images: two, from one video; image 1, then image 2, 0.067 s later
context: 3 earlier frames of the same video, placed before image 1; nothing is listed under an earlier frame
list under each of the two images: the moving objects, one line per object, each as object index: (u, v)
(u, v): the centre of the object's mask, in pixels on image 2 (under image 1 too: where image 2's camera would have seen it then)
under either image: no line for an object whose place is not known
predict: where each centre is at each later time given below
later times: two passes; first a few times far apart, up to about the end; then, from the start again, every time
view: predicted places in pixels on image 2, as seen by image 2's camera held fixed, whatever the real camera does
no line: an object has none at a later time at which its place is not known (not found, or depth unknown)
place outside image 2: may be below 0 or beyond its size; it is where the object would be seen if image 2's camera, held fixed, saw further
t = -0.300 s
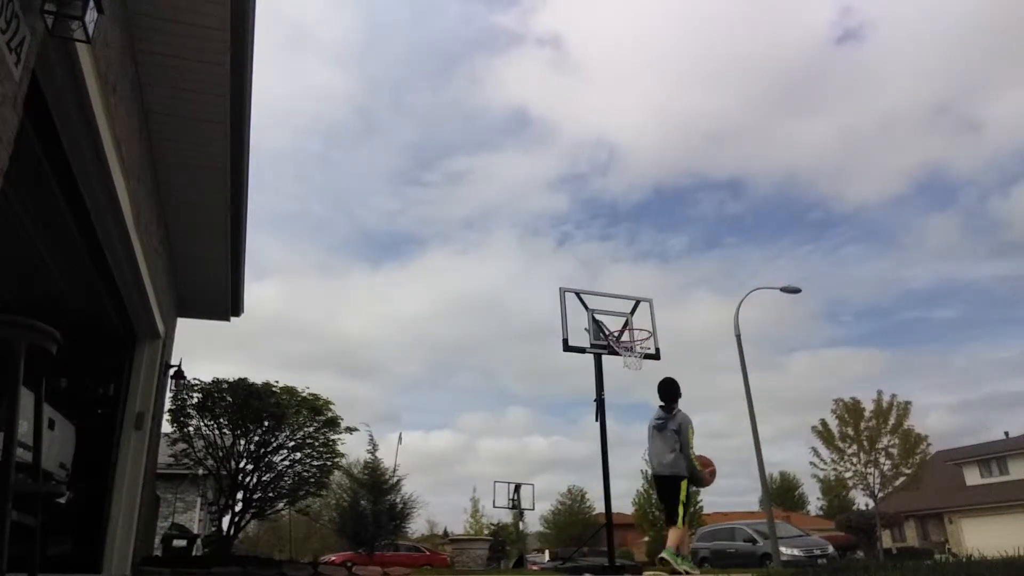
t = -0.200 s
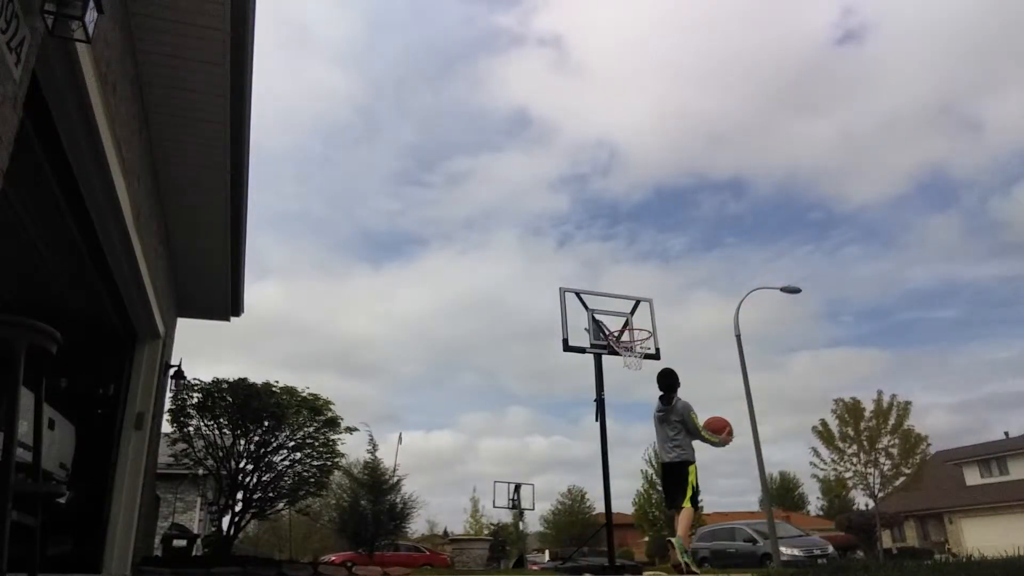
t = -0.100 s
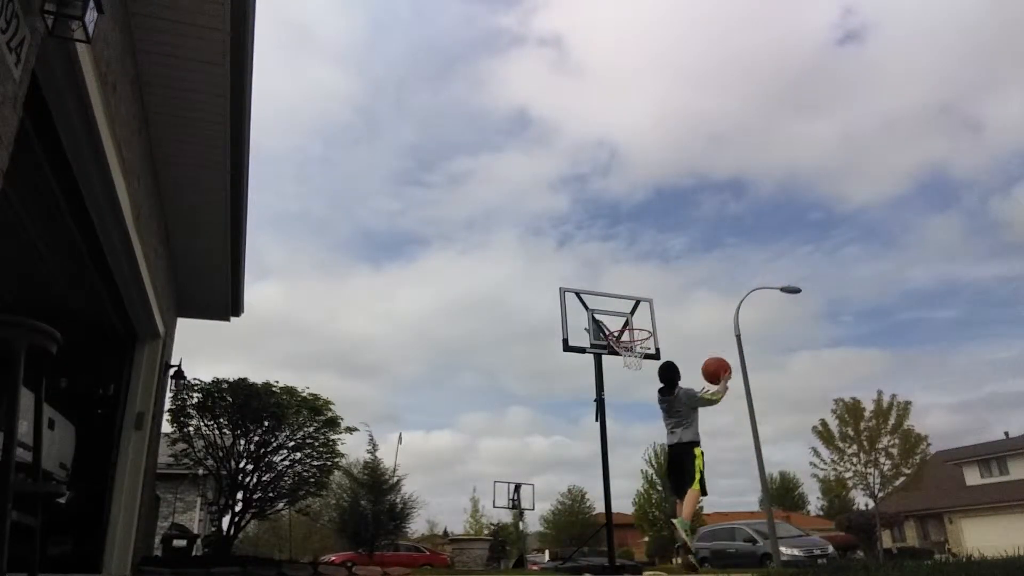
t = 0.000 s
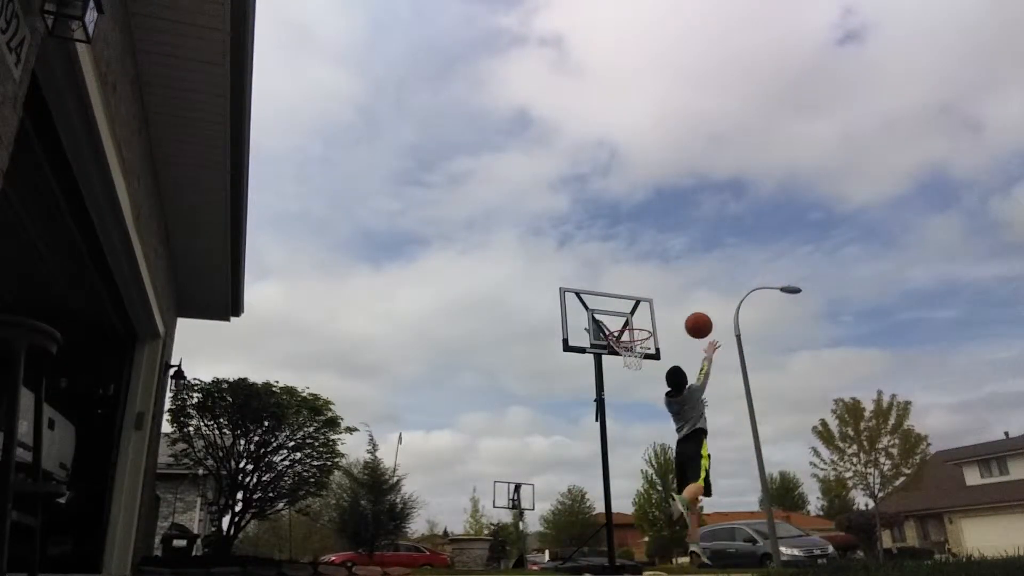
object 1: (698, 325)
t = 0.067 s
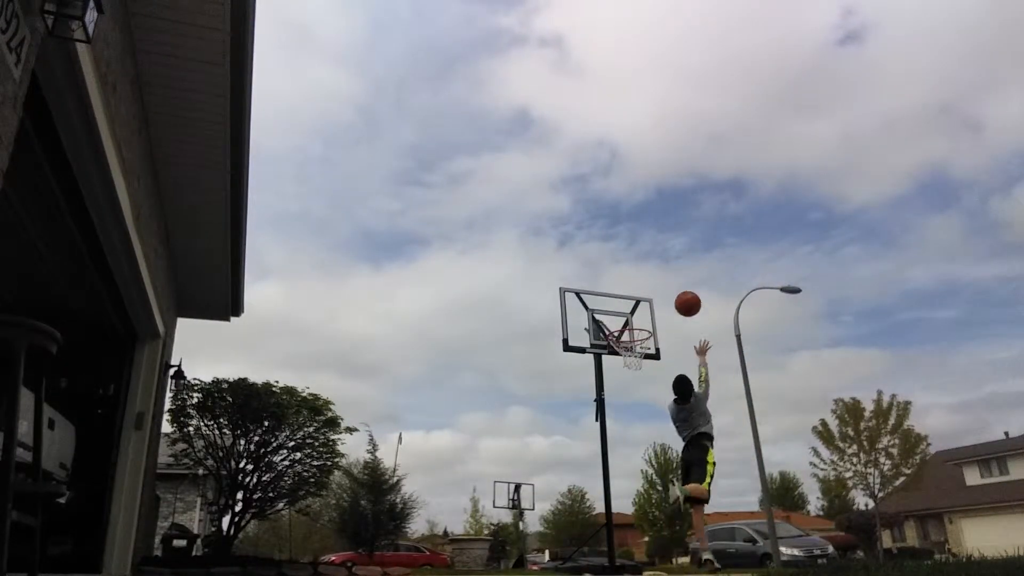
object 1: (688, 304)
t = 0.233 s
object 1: (666, 273)
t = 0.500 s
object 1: (642, 278)
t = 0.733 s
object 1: (634, 319)
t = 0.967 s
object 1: (639, 320)
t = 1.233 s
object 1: (629, 330)
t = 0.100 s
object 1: (683, 295)
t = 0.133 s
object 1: (678, 288)
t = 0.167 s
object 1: (674, 281)
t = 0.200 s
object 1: (670, 276)
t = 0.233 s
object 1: (666, 273)
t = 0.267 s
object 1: (663, 270)
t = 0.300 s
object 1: (659, 268)
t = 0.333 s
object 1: (656, 268)
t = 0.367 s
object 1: (653, 268)
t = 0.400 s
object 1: (650, 269)
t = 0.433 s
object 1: (647, 271)
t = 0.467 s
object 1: (645, 274)
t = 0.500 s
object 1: (642, 278)
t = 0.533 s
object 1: (640, 283)
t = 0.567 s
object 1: (638, 288)
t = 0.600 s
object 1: (636, 294)
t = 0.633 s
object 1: (634, 301)
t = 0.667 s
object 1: (632, 310)
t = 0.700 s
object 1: (632, 316)
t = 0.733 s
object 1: (634, 319)
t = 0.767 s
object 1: (637, 323)
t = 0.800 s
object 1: (639, 329)
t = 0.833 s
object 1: (640, 327)
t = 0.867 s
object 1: (640, 325)
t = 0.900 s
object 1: (641, 324)
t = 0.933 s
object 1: (641, 323)
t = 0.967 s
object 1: (639, 320)
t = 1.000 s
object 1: (638, 318)
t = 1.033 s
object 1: (636, 316)
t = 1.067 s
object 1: (635, 316)
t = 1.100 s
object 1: (634, 316)
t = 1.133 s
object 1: (632, 318)
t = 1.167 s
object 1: (631, 321)
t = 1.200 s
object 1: (630, 325)
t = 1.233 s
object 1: (629, 330)
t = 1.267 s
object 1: (629, 336)
